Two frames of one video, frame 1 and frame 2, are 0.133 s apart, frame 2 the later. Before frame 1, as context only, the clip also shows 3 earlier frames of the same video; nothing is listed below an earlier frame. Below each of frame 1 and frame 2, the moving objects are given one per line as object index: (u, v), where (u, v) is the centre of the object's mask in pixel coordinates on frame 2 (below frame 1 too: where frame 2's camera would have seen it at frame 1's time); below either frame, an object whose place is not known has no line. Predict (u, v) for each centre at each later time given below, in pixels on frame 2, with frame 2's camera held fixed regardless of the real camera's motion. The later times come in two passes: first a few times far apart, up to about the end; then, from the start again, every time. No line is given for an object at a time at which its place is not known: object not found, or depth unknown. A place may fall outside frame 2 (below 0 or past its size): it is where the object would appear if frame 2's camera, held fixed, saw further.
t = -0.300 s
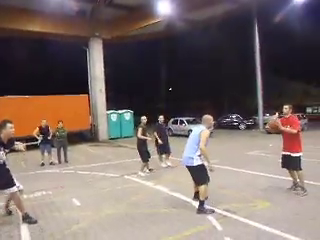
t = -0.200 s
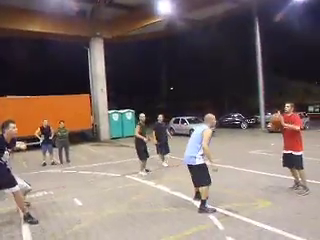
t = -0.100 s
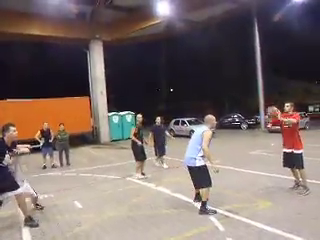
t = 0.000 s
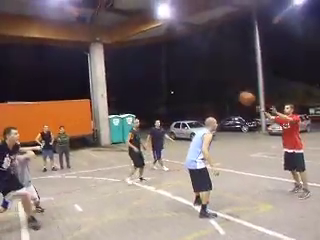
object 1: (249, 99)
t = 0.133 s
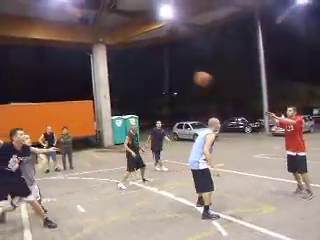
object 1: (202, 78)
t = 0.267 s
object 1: (146, 66)
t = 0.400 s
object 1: (78, 63)
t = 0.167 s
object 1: (189, 74)
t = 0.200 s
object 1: (175, 71)
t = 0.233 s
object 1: (161, 68)
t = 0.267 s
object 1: (146, 66)
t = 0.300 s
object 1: (130, 64)
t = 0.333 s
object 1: (115, 63)
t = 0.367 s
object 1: (95, 63)
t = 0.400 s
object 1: (78, 63)
